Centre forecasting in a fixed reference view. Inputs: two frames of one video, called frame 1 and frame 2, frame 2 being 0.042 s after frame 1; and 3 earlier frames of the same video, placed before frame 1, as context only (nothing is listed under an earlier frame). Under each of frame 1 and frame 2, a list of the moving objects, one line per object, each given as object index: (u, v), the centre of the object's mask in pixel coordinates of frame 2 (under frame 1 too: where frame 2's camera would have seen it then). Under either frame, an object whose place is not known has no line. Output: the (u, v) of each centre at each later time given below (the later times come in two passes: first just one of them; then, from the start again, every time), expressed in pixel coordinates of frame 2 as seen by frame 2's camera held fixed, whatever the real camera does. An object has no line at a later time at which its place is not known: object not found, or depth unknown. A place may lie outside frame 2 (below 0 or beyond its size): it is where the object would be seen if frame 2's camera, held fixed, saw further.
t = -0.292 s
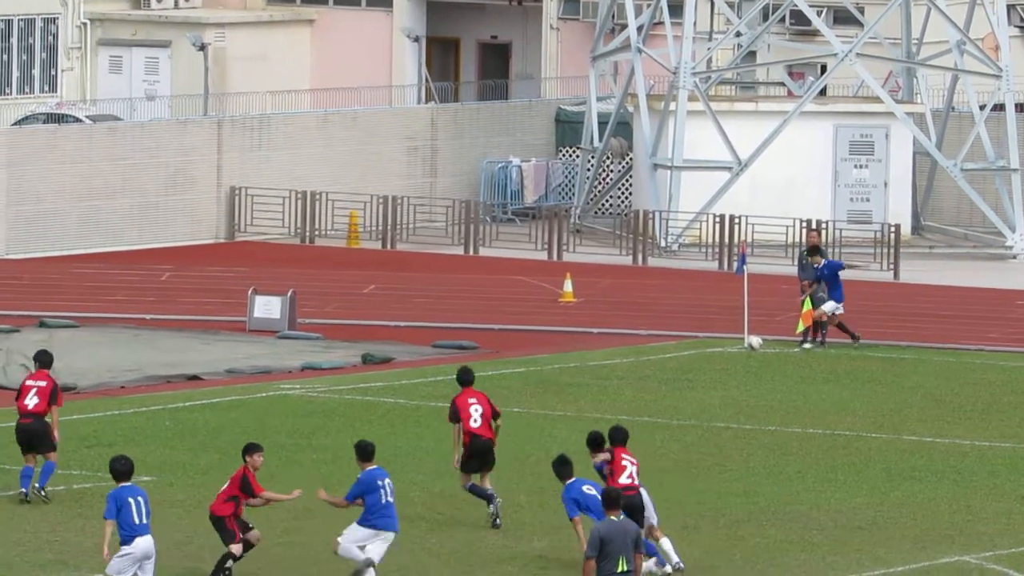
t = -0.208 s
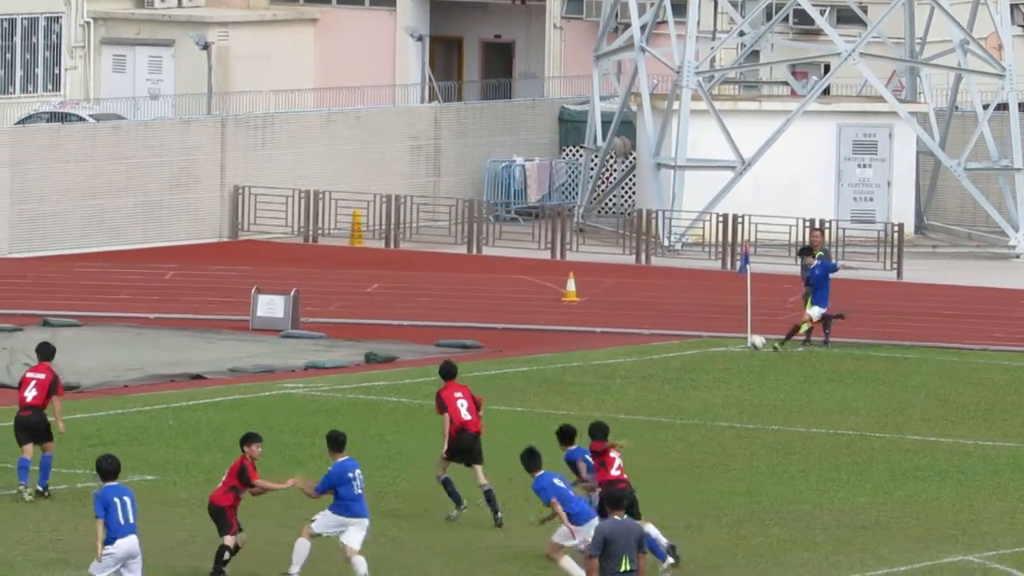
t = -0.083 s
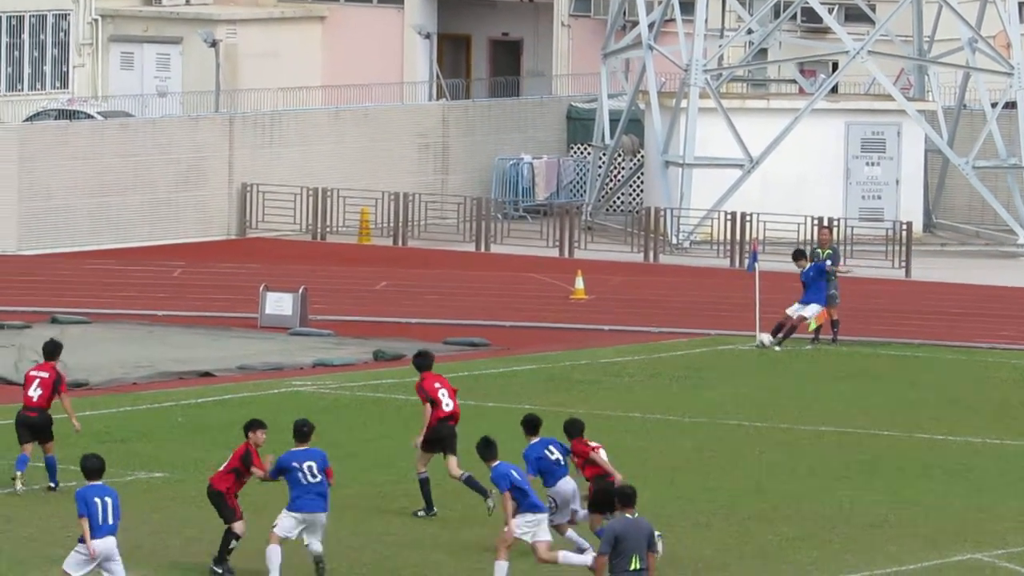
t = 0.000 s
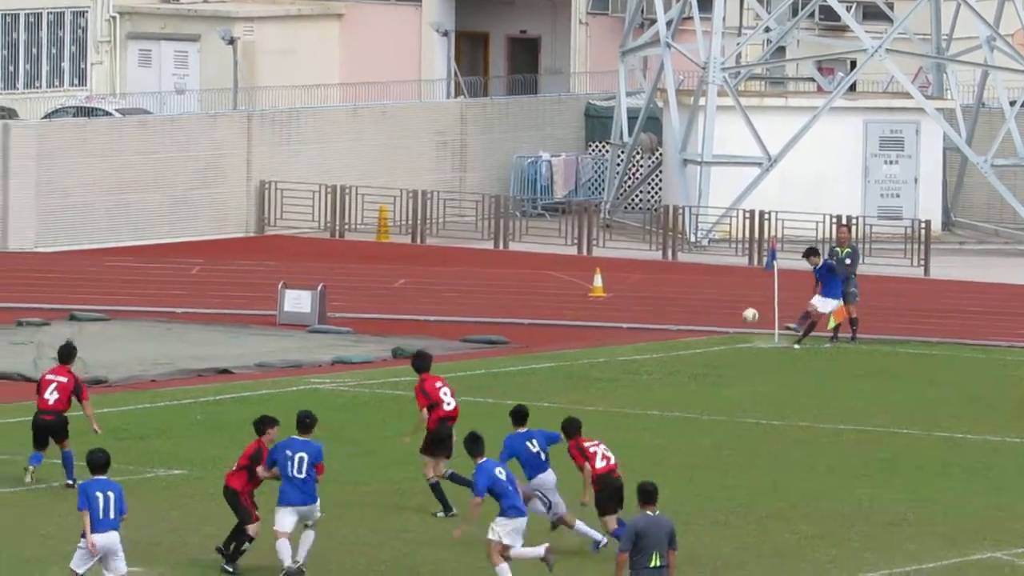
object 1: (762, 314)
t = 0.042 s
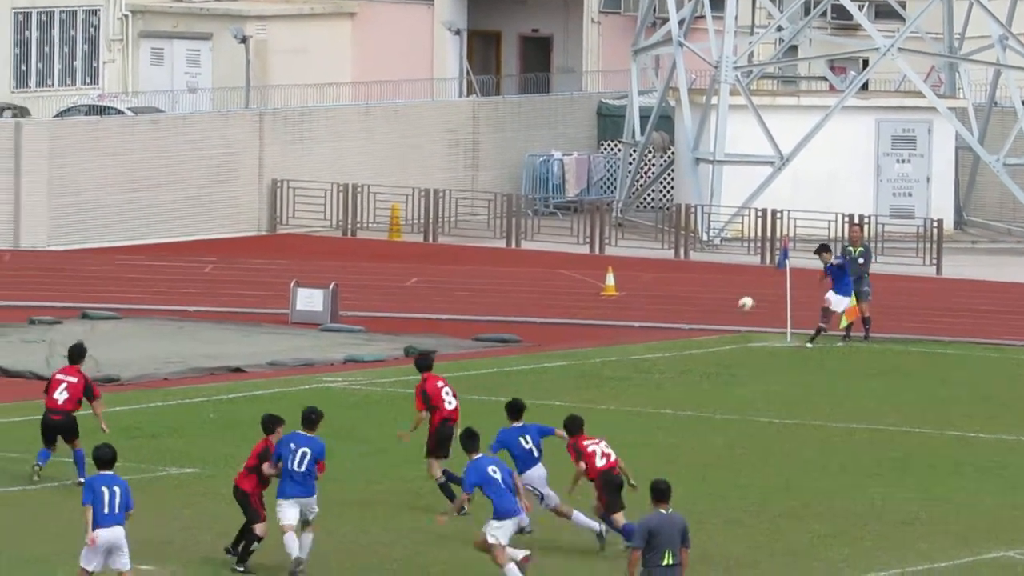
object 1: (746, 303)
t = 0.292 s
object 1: (662, 264)
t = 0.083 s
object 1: (730, 294)
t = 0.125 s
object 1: (715, 286)
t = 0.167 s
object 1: (701, 279)
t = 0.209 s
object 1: (687, 272)
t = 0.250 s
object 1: (674, 267)
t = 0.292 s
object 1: (662, 264)
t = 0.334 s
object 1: (649, 261)
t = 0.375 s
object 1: (636, 258)
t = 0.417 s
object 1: (625, 257)
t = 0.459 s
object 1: (614, 257)
